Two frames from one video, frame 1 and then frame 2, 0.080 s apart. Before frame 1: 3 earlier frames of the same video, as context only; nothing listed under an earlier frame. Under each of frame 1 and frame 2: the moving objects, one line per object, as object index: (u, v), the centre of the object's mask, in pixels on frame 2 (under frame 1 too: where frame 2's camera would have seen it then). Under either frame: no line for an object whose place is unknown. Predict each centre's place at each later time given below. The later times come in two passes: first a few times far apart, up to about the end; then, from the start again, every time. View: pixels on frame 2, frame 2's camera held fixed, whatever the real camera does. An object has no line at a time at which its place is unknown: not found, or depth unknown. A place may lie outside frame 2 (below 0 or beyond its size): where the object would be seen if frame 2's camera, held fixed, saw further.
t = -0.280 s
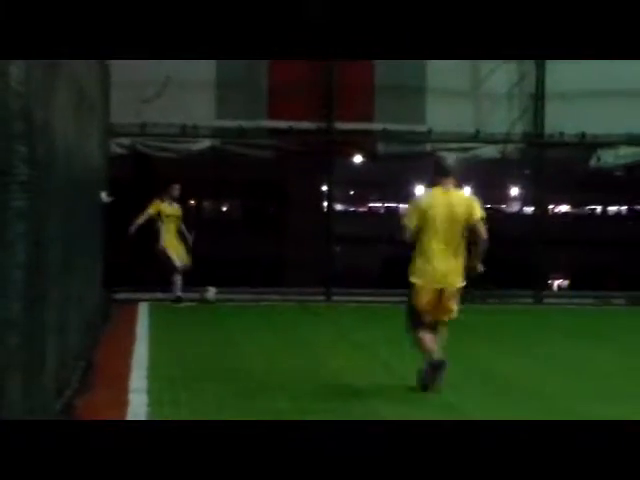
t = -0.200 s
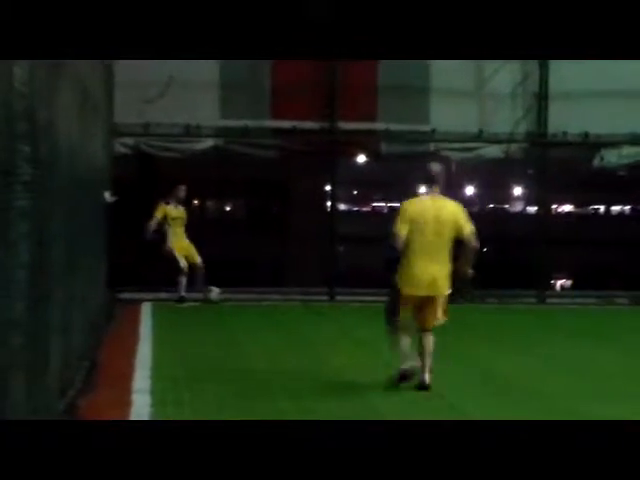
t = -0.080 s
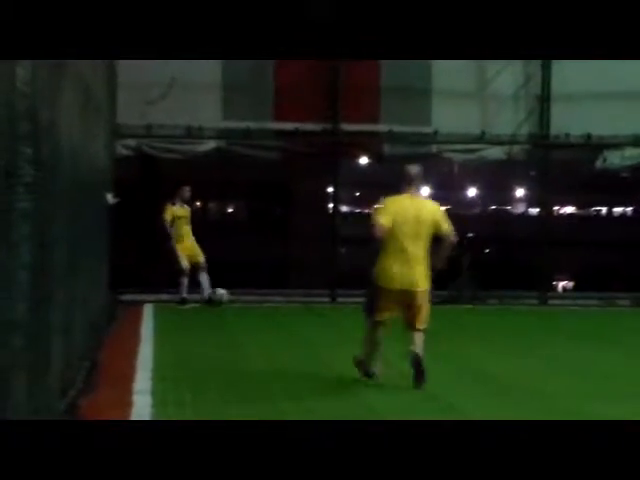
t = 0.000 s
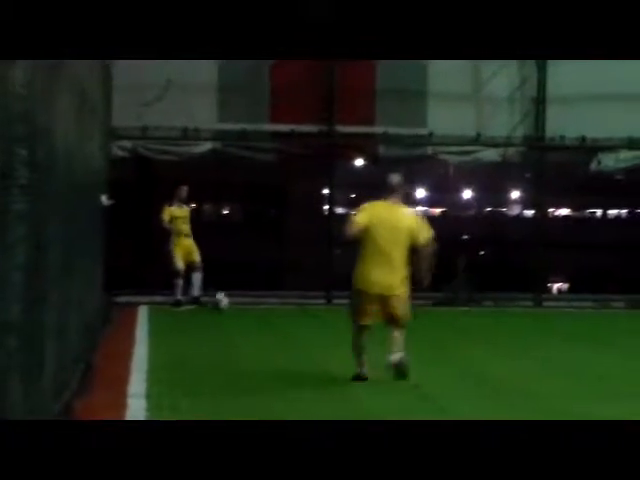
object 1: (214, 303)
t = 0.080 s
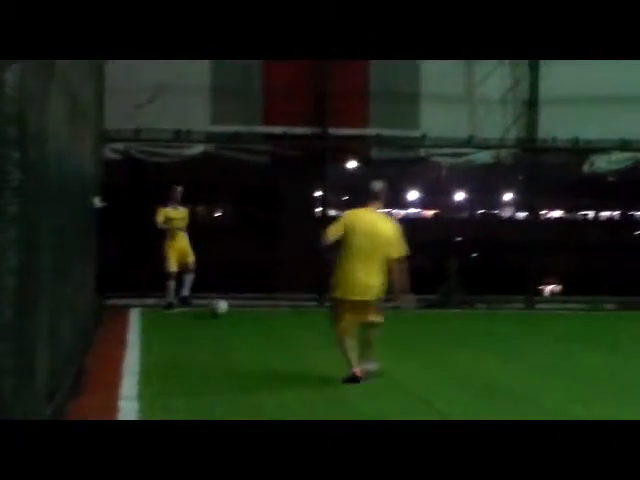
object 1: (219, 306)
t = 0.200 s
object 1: (228, 311)
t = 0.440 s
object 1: (244, 320)
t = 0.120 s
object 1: (221, 308)
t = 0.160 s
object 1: (223, 308)
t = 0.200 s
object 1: (228, 311)
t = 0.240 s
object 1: (230, 312)
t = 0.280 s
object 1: (233, 312)
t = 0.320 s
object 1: (237, 315)
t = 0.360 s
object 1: (238, 317)
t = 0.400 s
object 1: (240, 319)
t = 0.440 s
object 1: (244, 320)
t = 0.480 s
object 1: (247, 321)
